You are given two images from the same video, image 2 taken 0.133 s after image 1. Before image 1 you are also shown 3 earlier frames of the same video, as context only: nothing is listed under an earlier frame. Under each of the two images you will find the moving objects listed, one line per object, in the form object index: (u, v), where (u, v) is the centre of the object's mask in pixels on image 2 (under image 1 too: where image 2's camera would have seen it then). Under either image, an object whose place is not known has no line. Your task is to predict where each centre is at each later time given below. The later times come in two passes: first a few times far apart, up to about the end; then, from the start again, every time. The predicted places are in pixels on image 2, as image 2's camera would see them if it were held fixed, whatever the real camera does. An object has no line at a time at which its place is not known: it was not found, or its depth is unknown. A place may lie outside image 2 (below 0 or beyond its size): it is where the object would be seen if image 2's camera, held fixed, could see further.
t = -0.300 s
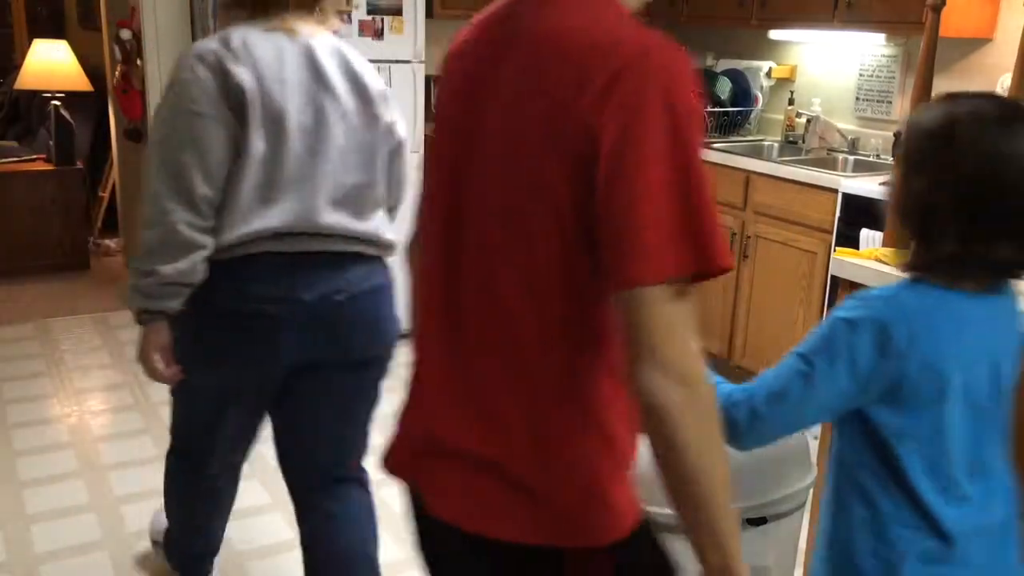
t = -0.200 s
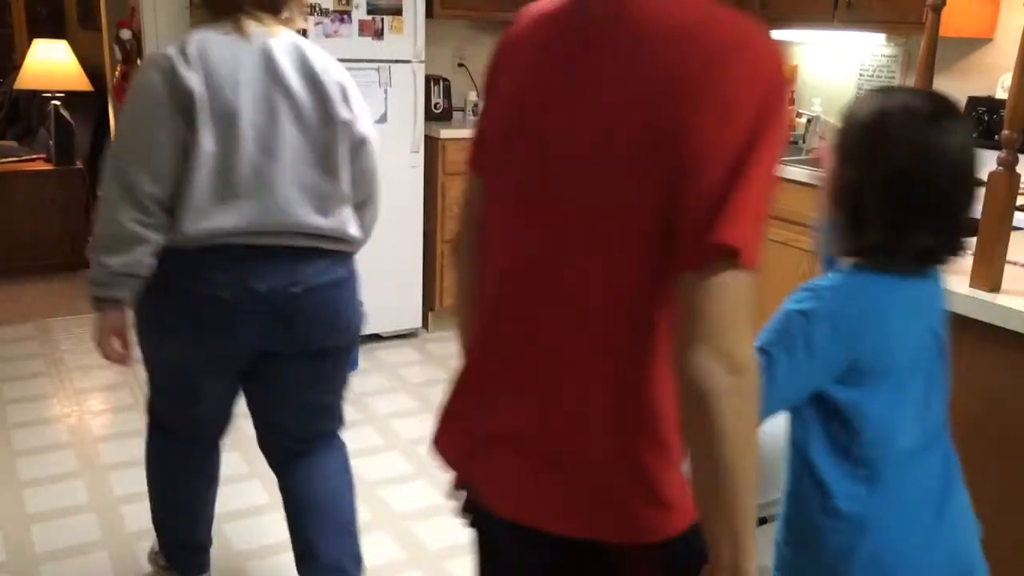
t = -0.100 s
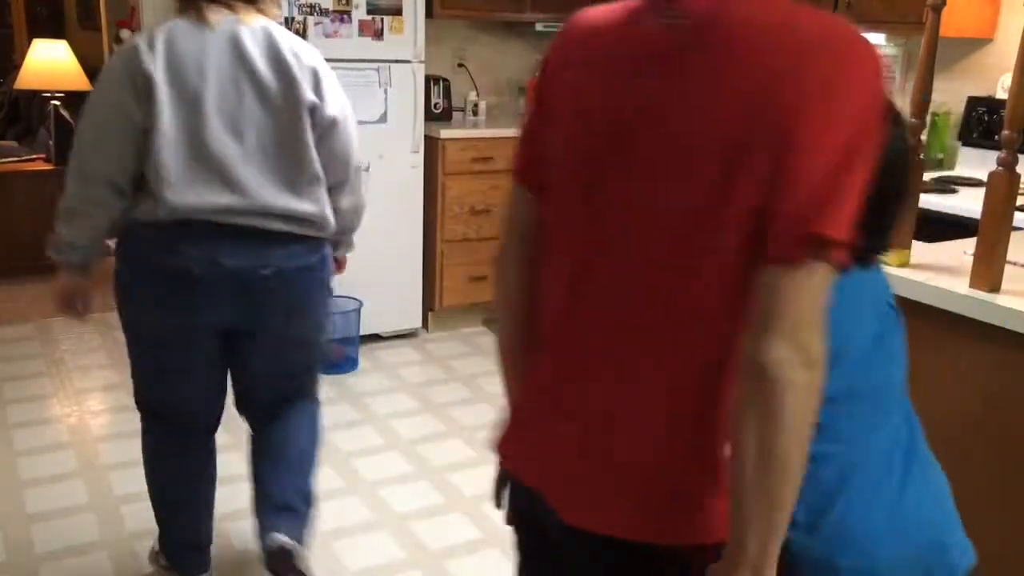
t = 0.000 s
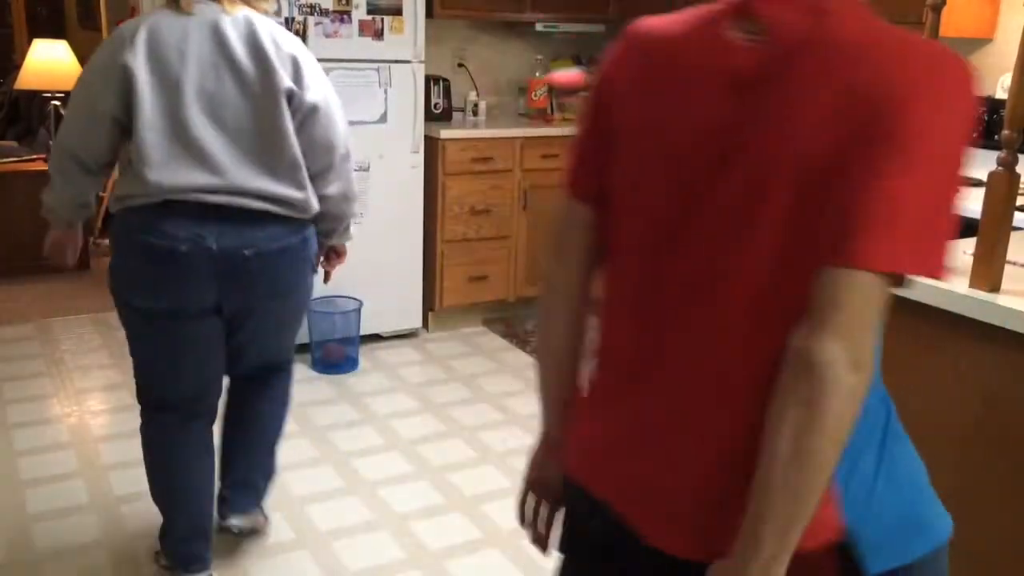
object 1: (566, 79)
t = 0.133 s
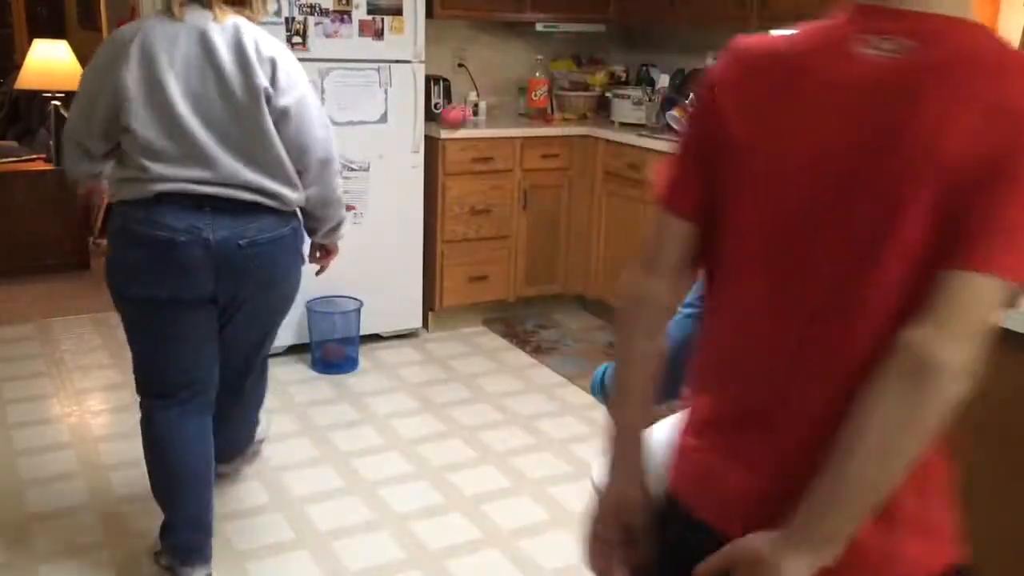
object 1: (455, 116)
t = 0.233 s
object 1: (398, 165)
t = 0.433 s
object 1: (398, 295)
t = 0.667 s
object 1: (460, 358)
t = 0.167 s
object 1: (434, 130)
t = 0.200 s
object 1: (414, 147)
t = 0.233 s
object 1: (398, 165)
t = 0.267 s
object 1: (383, 184)
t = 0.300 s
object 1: (368, 210)
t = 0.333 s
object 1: (371, 226)
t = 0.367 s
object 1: (381, 245)
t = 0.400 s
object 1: (390, 268)
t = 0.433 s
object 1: (398, 295)
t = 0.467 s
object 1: (408, 326)
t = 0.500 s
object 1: (418, 361)
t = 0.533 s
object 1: (426, 377)
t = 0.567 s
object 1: (435, 367)
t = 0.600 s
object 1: (444, 362)
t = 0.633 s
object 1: (451, 359)
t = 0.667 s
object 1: (460, 358)
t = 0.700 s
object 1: (470, 360)
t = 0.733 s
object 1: (479, 366)
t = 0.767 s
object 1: (487, 375)
